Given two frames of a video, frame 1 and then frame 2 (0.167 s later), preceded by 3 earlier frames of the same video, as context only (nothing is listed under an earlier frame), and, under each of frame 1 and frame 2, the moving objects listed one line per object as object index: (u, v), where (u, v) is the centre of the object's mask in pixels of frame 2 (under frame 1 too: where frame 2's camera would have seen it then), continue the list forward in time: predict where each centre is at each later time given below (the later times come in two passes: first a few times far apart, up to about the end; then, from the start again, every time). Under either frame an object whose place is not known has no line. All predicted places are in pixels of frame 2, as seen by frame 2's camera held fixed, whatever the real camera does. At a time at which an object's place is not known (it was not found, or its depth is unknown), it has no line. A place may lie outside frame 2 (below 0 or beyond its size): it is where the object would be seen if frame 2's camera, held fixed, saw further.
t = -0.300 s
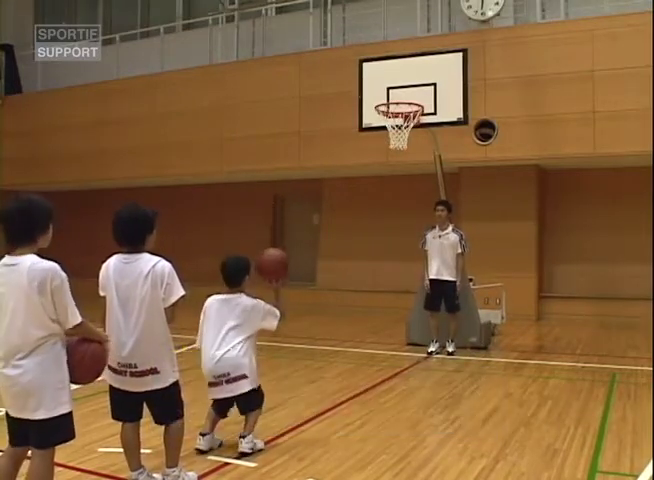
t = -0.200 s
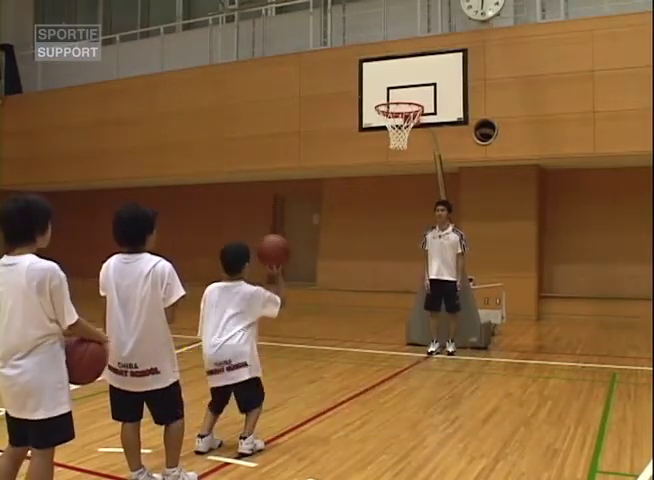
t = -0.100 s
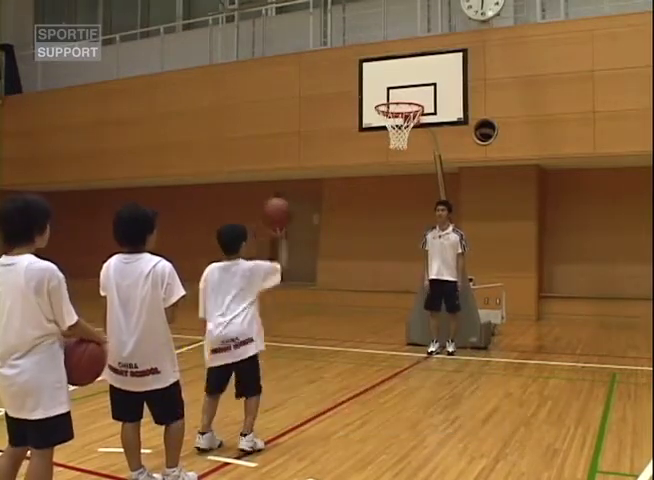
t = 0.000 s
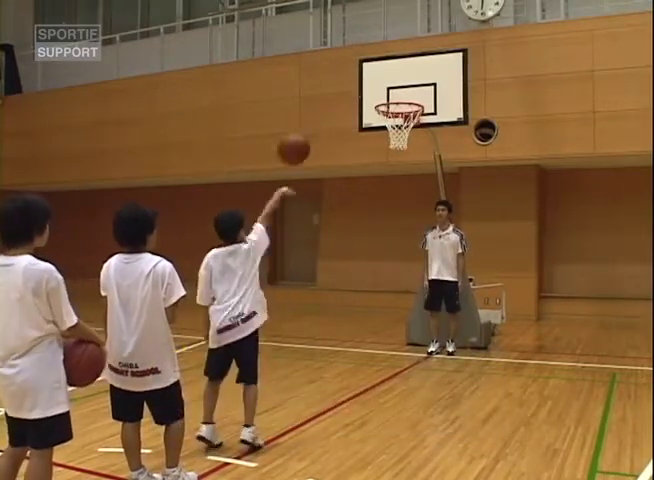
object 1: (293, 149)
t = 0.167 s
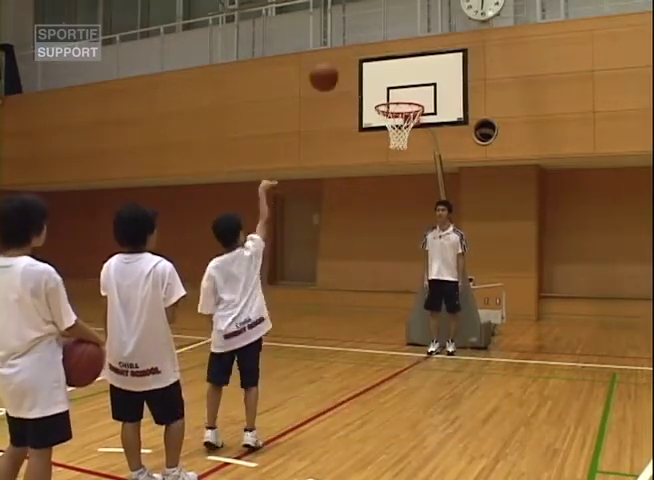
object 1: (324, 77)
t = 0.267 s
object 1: (339, 57)
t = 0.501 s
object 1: (368, 57)
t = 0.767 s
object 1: (383, 76)
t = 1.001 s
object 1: (372, 68)
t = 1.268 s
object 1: (361, 128)
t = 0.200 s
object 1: (329, 69)
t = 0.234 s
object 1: (334, 61)
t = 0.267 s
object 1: (339, 57)
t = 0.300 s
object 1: (343, 53)
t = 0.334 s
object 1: (348, 51)
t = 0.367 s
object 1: (352, 50)
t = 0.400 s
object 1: (356, 49)
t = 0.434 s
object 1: (360, 51)
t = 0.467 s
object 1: (365, 54)
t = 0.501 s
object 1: (368, 57)
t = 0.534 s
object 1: (371, 62)
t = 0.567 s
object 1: (376, 67)
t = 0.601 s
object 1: (379, 73)
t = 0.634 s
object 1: (382, 81)
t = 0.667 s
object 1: (386, 90)
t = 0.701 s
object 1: (386, 89)
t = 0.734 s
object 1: (385, 82)
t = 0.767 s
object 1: (383, 76)
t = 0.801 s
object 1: (382, 72)
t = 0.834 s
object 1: (380, 69)
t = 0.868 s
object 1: (378, 66)
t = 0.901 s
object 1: (377, 65)
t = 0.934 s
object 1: (376, 66)
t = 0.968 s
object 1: (374, 66)
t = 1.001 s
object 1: (372, 68)
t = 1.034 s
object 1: (371, 71)
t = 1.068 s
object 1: (370, 76)
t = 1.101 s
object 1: (368, 81)
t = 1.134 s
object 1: (367, 88)
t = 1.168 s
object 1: (365, 97)
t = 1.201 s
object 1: (364, 106)
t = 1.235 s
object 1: (362, 117)
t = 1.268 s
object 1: (361, 128)
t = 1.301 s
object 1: (360, 141)
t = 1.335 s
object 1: (358, 157)
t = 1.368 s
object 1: (357, 171)
